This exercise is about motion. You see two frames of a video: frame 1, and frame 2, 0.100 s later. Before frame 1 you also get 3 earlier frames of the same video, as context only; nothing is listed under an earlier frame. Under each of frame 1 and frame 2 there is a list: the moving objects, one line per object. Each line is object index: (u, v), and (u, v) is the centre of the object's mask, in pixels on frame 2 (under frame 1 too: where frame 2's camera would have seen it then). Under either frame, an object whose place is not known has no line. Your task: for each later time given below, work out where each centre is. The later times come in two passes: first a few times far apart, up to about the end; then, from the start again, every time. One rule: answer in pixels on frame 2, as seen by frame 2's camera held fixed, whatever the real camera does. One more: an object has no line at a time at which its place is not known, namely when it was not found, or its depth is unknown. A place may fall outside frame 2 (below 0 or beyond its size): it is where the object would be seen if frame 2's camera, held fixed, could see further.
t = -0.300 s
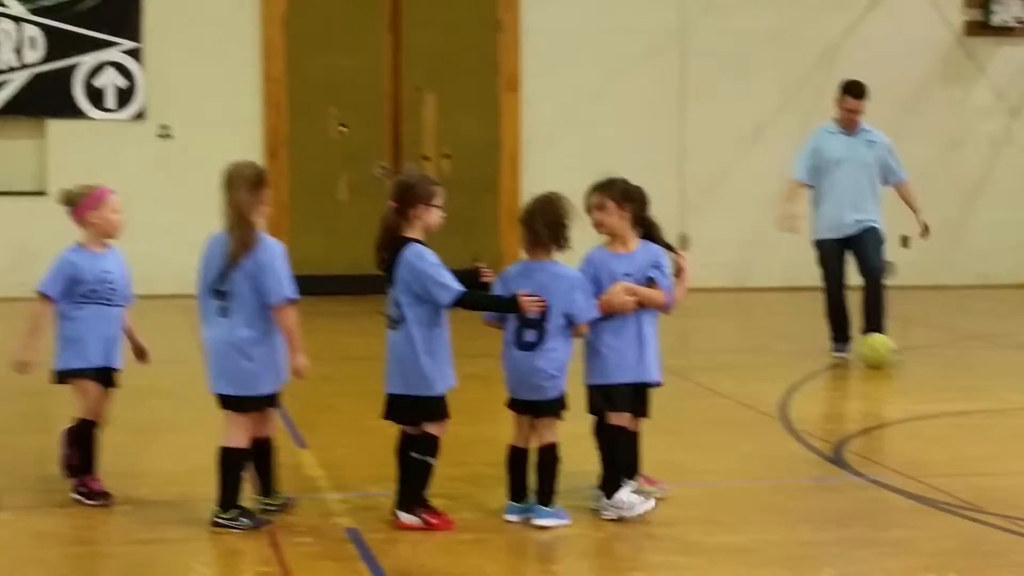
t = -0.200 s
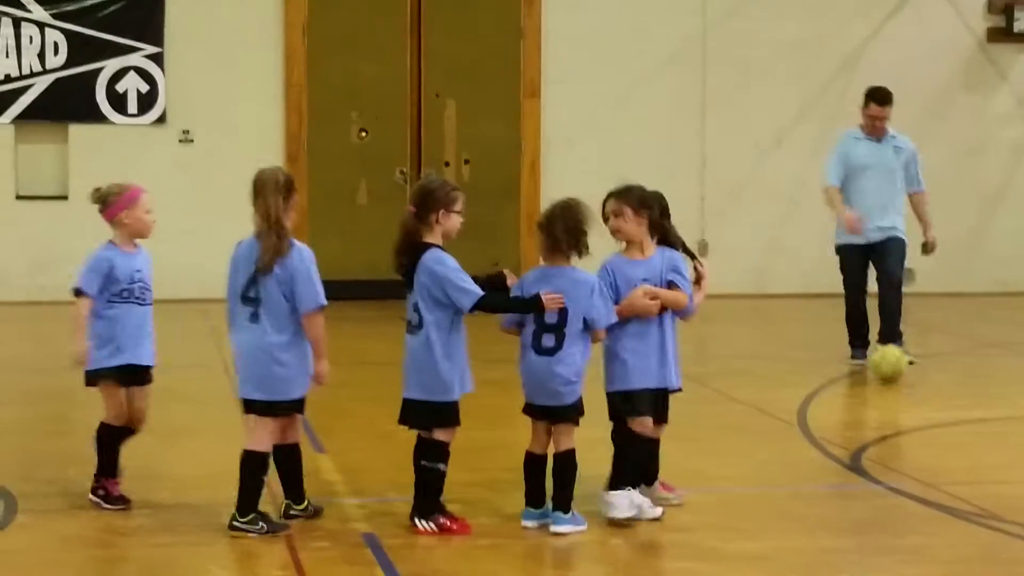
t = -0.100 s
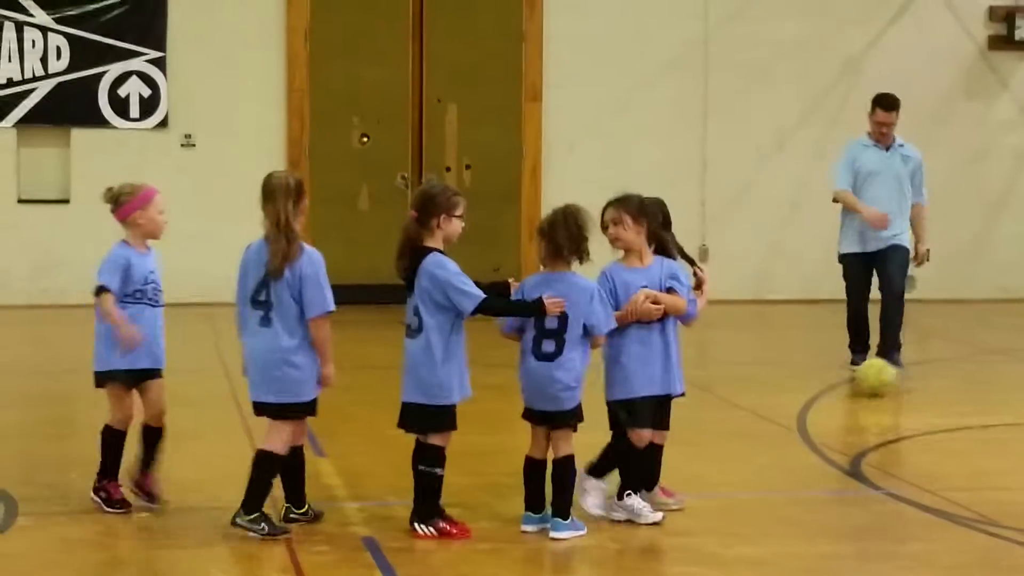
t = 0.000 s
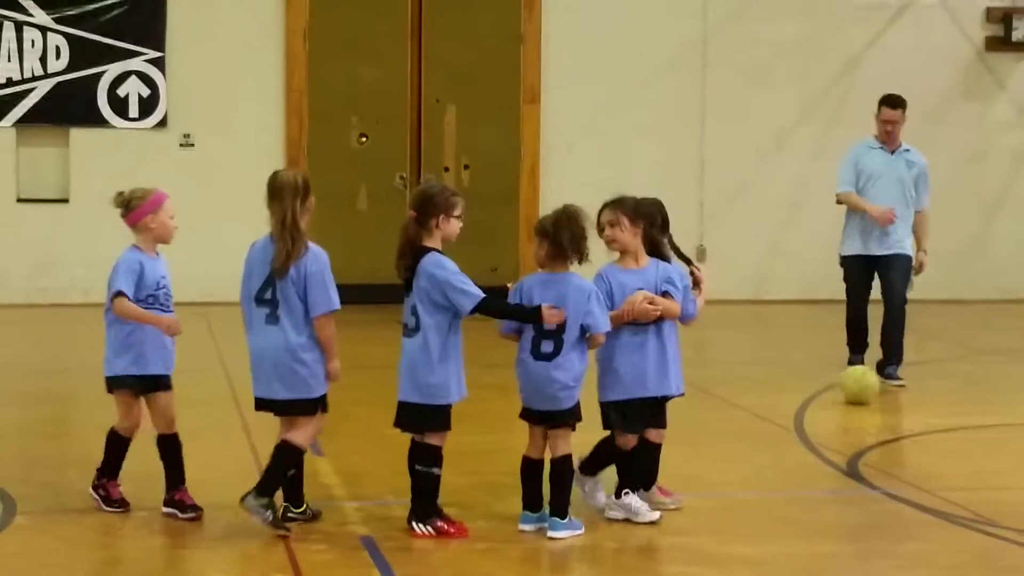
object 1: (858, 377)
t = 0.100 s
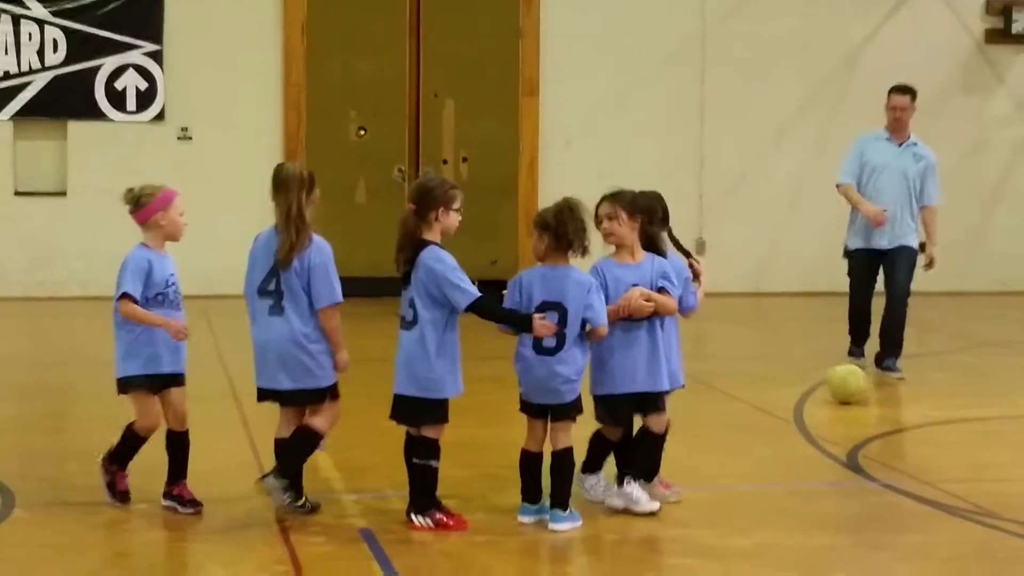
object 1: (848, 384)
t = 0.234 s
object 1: (831, 393)
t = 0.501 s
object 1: (806, 413)
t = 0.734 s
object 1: (784, 429)
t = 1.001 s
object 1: (755, 451)
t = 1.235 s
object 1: (727, 473)
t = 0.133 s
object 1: (843, 386)
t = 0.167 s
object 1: (839, 389)
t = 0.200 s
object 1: (835, 391)
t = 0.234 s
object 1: (831, 393)
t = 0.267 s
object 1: (828, 395)
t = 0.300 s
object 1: (824, 398)
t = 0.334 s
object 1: (822, 401)
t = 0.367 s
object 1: (818, 402)
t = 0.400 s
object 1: (815, 405)
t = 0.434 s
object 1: (812, 408)
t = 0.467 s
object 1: (809, 410)
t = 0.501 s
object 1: (806, 413)
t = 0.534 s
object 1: (804, 415)
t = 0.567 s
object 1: (801, 417)
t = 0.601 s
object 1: (797, 419)
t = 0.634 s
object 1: (795, 421)
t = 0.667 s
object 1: (791, 424)
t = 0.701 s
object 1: (787, 427)
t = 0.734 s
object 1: (784, 429)
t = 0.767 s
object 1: (780, 431)
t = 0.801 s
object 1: (778, 434)
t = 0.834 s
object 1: (775, 436)
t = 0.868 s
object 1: (771, 438)
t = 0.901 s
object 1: (766, 442)
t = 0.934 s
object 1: (762, 445)
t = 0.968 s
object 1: (759, 448)
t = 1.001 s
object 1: (755, 451)
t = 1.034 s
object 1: (752, 454)
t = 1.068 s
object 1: (748, 457)
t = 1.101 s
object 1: (743, 460)
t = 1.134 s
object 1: (739, 463)
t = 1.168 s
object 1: (735, 466)
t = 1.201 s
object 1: (731, 470)
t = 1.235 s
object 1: (727, 473)
